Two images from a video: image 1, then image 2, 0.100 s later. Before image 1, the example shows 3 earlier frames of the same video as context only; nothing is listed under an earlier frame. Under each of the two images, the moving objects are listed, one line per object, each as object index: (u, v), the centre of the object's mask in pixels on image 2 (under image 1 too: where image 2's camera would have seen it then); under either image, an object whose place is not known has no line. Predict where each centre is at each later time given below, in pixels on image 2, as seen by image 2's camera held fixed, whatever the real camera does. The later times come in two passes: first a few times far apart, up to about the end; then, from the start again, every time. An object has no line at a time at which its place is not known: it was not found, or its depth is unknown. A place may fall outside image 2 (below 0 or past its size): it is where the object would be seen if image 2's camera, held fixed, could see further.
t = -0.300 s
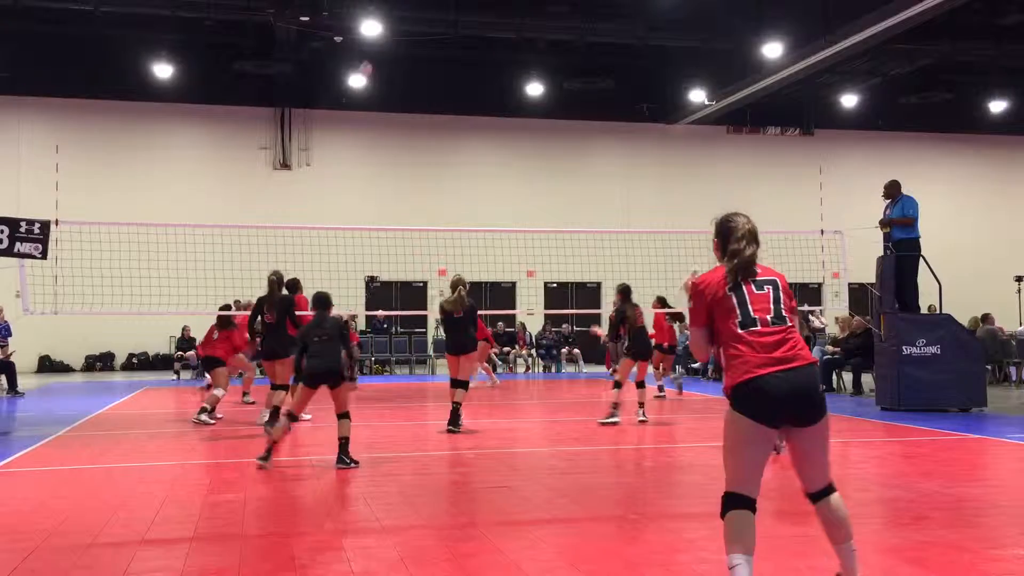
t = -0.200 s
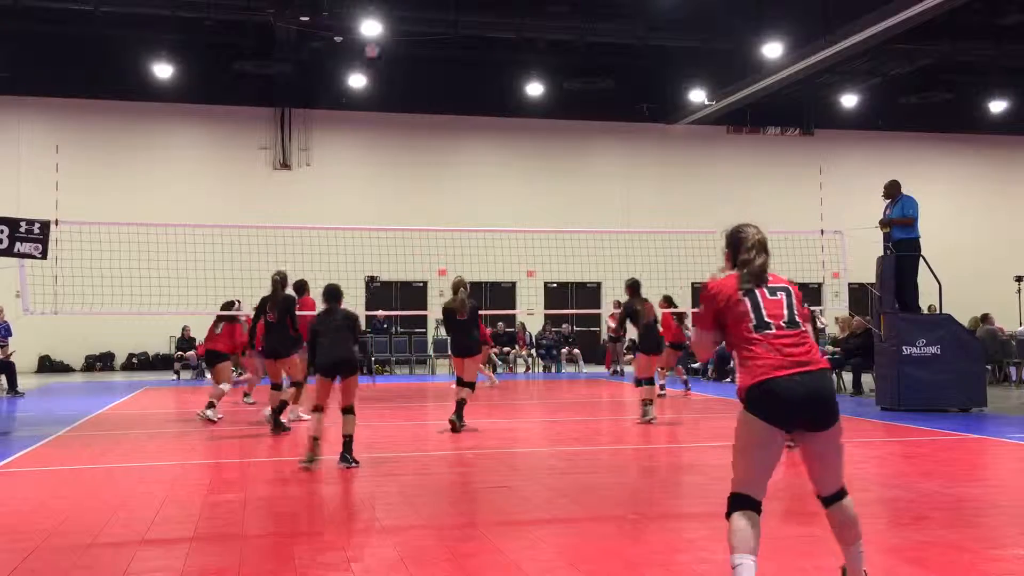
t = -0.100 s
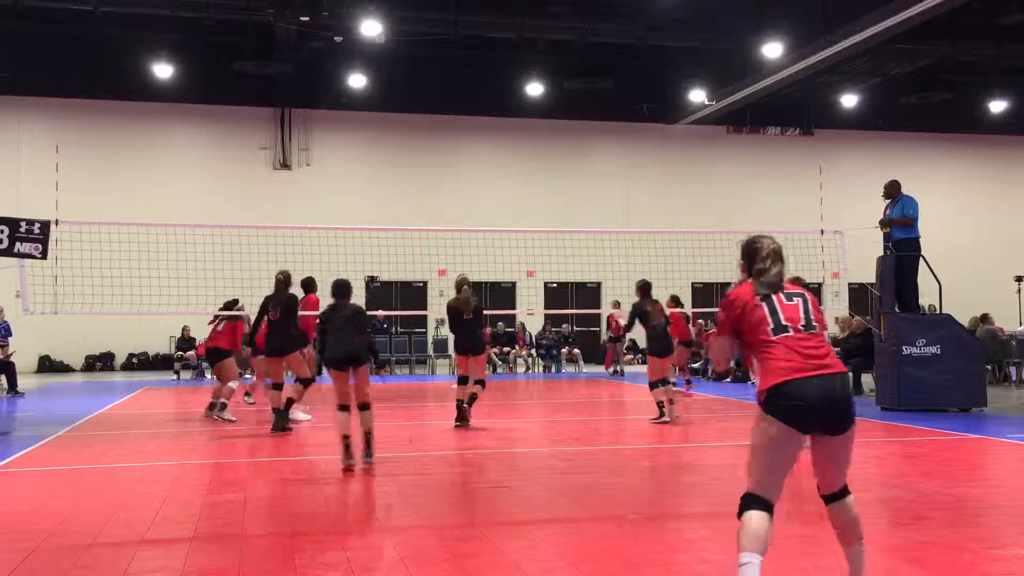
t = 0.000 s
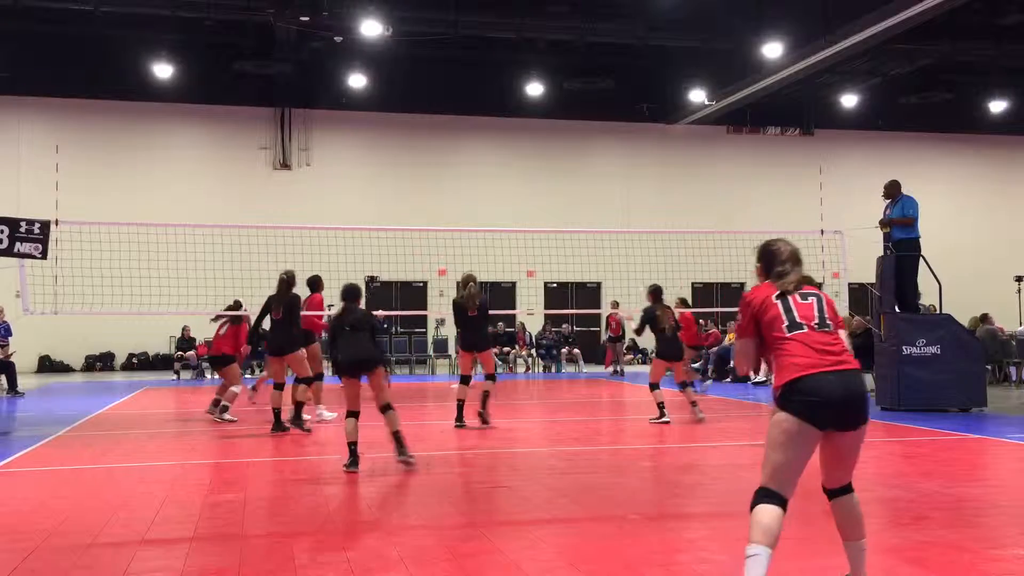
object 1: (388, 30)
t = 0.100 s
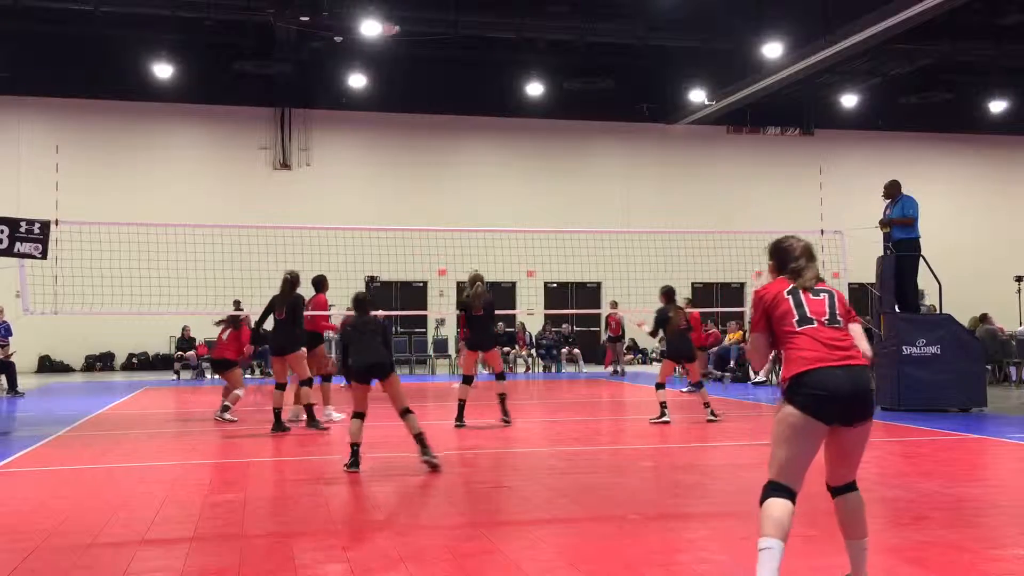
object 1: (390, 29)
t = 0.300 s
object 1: (407, 45)
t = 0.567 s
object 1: (427, 106)
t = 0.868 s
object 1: (450, 237)
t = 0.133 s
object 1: (394, 30)
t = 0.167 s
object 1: (397, 32)
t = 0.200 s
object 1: (400, 34)
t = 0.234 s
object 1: (402, 37)
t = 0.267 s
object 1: (405, 41)
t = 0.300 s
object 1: (407, 45)
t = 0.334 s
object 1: (410, 51)
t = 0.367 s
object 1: (412, 56)
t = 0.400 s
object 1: (414, 63)
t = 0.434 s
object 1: (417, 69)
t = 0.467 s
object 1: (419, 78)
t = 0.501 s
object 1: (422, 87)
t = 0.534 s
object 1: (425, 96)
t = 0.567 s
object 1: (427, 106)
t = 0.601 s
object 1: (430, 115)
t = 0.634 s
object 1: (433, 128)
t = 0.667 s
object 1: (435, 141)
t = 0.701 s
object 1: (438, 156)
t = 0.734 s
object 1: (440, 169)
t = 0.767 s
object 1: (443, 187)
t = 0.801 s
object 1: (445, 202)
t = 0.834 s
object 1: (447, 218)
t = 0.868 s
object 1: (450, 237)
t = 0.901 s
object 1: (452, 255)
